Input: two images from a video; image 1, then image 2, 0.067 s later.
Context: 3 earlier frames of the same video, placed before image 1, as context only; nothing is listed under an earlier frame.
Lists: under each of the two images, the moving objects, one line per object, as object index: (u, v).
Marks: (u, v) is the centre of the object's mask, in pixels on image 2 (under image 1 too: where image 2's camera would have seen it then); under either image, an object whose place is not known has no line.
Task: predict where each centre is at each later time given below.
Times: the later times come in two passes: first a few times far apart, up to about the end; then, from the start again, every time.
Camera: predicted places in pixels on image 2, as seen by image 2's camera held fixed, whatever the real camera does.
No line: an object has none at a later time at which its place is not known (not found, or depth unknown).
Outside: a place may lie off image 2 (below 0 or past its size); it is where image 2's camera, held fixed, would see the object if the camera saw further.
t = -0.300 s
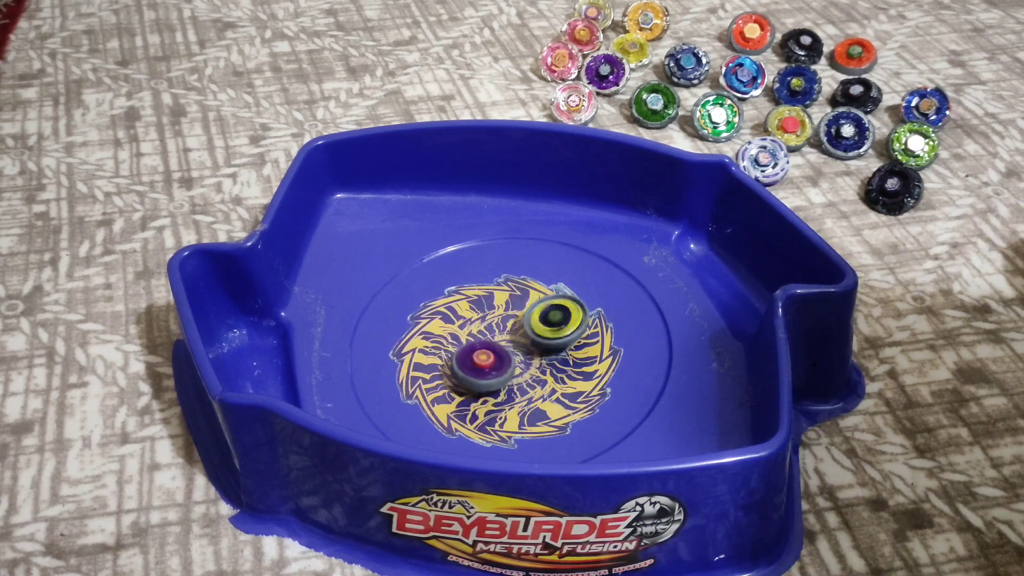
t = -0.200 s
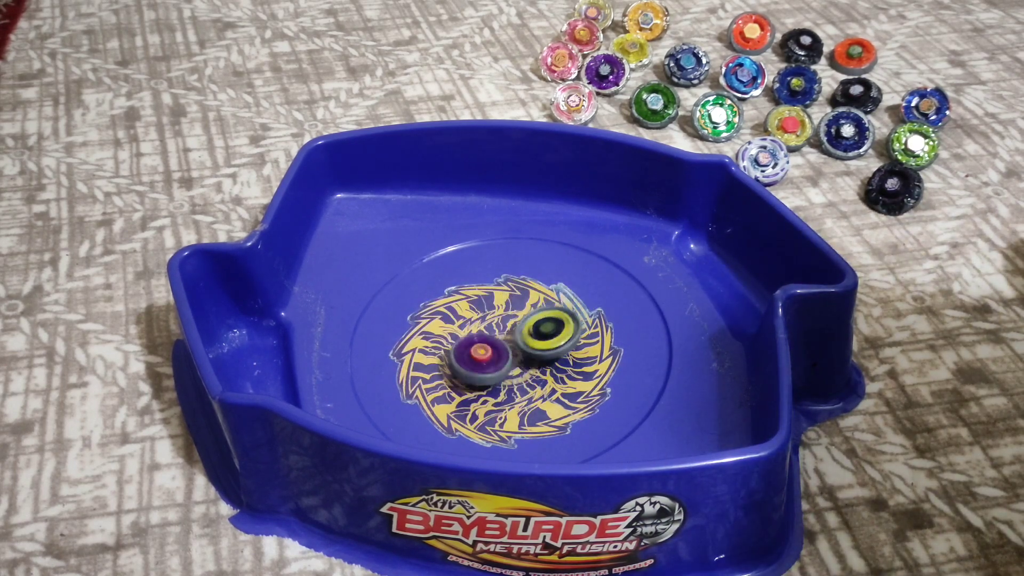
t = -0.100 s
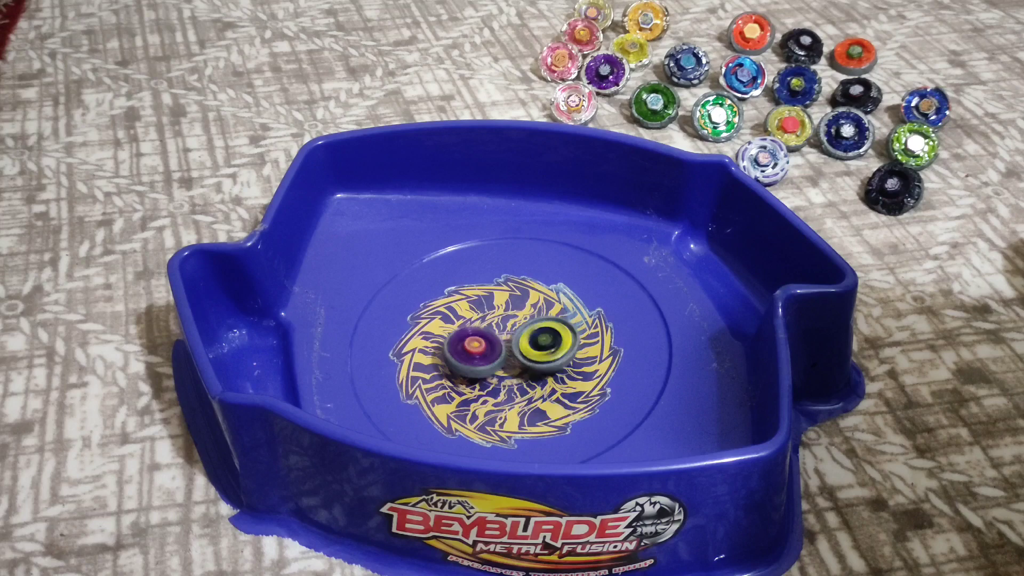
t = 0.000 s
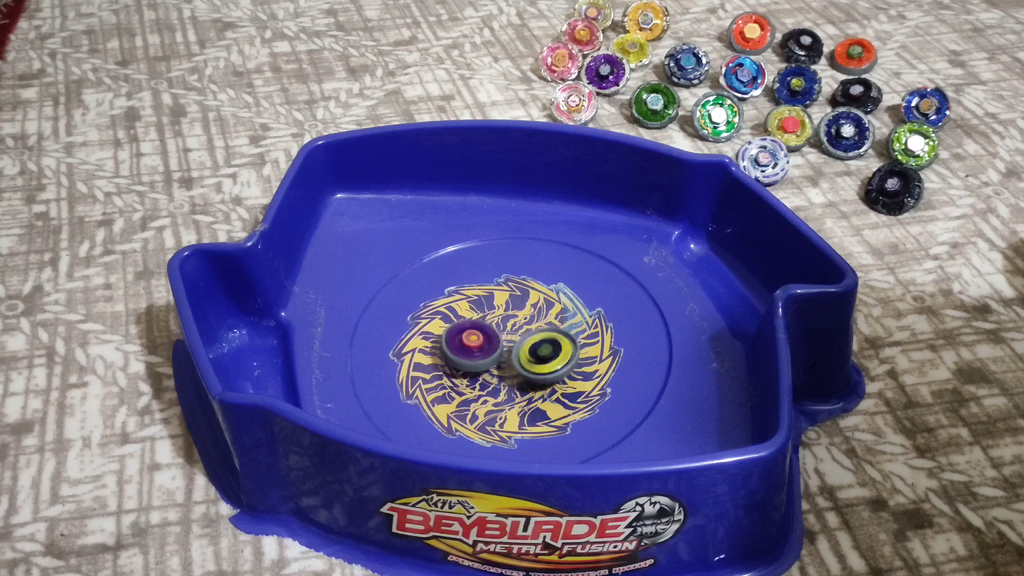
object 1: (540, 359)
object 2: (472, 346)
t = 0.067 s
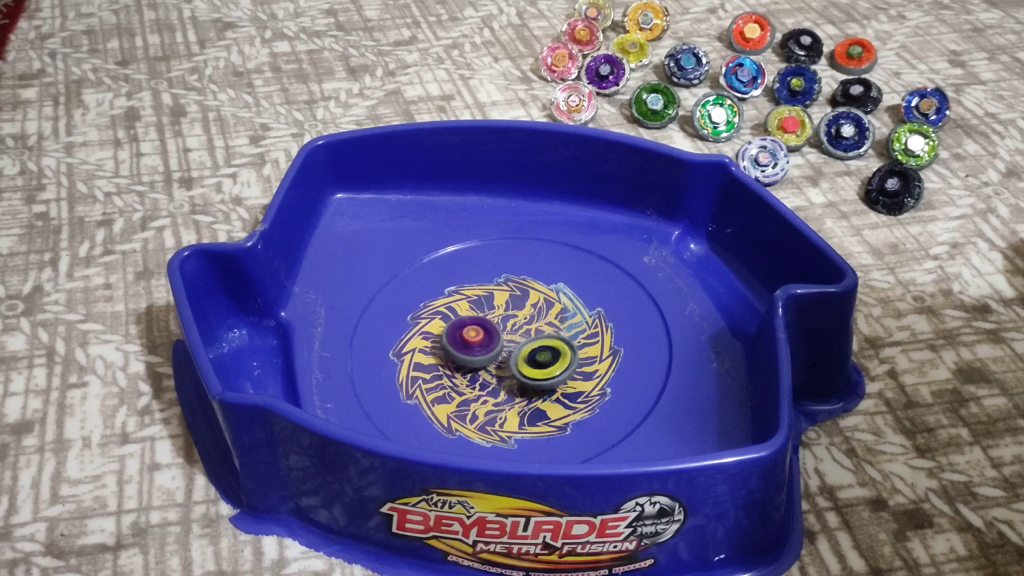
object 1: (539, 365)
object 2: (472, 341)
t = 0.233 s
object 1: (535, 376)
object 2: (480, 333)
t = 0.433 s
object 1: (516, 381)
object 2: (496, 327)
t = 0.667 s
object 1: (487, 377)
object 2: (521, 327)
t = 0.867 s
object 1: (469, 365)
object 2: (536, 333)
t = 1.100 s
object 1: (462, 346)
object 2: (542, 345)
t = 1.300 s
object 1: (470, 332)
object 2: (533, 356)
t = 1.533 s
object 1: (485, 308)
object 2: (511, 366)
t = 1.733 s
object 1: (493, 289)
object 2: (502, 367)
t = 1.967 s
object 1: (503, 289)
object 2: (480, 368)
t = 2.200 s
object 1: (519, 306)
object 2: (478, 351)
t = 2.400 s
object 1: (542, 326)
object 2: (480, 342)
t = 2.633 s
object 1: (553, 348)
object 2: (494, 335)
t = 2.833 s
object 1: (563, 371)
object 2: (502, 329)
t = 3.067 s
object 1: (548, 389)
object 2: (516, 331)
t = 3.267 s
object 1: (518, 389)
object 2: (523, 337)
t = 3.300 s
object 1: (512, 388)
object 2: (524, 338)
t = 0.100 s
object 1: (537, 369)
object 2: (473, 340)
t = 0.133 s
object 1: (540, 370)
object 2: (475, 338)
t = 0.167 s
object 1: (538, 373)
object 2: (476, 336)
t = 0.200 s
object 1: (537, 375)
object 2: (478, 335)
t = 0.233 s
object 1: (535, 376)
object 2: (480, 333)
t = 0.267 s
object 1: (532, 378)
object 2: (482, 332)
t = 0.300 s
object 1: (530, 379)
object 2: (485, 330)
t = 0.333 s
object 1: (526, 380)
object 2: (487, 329)
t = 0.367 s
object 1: (523, 381)
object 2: (490, 329)
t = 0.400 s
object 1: (520, 382)
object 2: (493, 327)
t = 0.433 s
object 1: (516, 381)
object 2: (496, 327)
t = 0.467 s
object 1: (512, 381)
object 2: (500, 326)
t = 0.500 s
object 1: (508, 381)
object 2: (503, 326)
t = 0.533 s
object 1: (504, 381)
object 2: (507, 325)
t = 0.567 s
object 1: (500, 380)
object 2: (511, 325)
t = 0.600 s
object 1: (495, 379)
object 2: (514, 325)
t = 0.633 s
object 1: (492, 378)
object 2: (518, 326)
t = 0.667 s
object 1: (487, 377)
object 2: (521, 327)
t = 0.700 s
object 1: (484, 375)
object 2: (524, 327)
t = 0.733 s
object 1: (480, 374)
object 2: (527, 329)
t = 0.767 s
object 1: (477, 372)
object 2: (530, 329)
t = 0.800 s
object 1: (474, 370)
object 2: (532, 331)
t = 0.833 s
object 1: (472, 367)
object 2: (535, 332)
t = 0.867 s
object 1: (469, 365)
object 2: (536, 333)
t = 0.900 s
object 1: (467, 363)
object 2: (538, 335)
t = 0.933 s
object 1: (465, 360)
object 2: (540, 336)
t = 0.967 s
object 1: (463, 358)
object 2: (541, 338)
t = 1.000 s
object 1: (462, 355)
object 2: (541, 340)
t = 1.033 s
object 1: (462, 352)
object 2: (542, 341)
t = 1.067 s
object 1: (462, 349)
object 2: (542, 344)
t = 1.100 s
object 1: (462, 346)
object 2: (542, 345)
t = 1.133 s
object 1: (462, 344)
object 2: (542, 348)
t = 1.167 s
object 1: (463, 341)
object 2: (541, 350)
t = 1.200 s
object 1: (464, 339)
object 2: (539, 352)
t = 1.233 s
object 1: (465, 337)
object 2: (537, 353)
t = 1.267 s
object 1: (468, 334)
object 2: (535, 355)
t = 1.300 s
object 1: (470, 332)
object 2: (533, 356)
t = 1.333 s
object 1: (473, 329)
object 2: (530, 358)
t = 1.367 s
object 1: (476, 327)
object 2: (528, 360)
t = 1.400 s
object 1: (479, 324)
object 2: (524, 361)
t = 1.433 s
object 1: (482, 322)
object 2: (518, 363)
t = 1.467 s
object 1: (484, 317)
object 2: (515, 365)
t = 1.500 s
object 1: (486, 312)
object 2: (513, 366)
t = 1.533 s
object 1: (485, 308)
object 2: (511, 366)
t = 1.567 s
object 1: (484, 304)
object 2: (509, 366)
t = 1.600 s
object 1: (486, 301)
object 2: (508, 366)
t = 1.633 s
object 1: (488, 297)
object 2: (506, 366)
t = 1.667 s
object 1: (490, 294)
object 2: (505, 367)
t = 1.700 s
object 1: (491, 291)
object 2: (504, 366)
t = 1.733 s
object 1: (493, 289)
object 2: (502, 367)
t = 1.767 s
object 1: (493, 288)
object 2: (497, 368)
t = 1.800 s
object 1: (495, 286)
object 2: (499, 366)
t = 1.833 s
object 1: (496, 286)
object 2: (493, 367)
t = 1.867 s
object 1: (498, 286)
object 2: (492, 366)
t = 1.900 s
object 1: (499, 286)
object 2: (484, 371)
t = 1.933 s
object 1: (501, 287)
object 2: (482, 369)
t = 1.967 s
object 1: (503, 289)
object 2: (480, 368)
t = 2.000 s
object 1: (505, 291)
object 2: (479, 366)
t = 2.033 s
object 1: (508, 293)
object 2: (478, 364)
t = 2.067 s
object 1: (510, 296)
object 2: (478, 362)
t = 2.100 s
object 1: (512, 299)
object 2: (478, 359)
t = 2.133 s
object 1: (514, 302)
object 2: (477, 356)
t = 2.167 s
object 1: (516, 304)
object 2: (478, 354)
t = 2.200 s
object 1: (519, 306)
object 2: (478, 351)
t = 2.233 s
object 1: (523, 310)
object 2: (479, 349)
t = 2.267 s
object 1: (529, 315)
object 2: (477, 349)
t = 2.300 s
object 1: (532, 317)
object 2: (476, 347)
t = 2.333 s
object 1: (536, 319)
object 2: (477, 345)
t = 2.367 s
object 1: (539, 323)
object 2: (478, 343)
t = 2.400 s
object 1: (542, 326)
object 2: (480, 342)
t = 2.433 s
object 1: (545, 329)
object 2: (481, 340)
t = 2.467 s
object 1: (548, 332)
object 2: (483, 340)
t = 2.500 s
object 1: (549, 335)
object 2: (485, 338)
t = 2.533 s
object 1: (551, 338)
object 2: (487, 337)
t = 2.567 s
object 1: (552, 342)
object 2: (490, 336)
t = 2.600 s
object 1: (553, 345)
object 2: (491, 335)
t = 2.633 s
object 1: (553, 348)
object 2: (494, 335)
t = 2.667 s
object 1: (554, 351)
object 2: (496, 334)
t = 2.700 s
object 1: (553, 357)
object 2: (497, 333)
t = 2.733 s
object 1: (555, 362)
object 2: (497, 331)
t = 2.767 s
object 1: (560, 364)
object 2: (499, 330)
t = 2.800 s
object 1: (562, 368)
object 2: (501, 329)
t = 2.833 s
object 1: (563, 371)
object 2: (502, 329)
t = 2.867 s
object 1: (565, 374)
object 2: (504, 329)
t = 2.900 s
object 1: (564, 377)
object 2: (506, 329)
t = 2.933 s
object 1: (562, 380)
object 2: (508, 329)
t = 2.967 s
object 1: (558, 384)
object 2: (510, 329)
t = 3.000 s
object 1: (556, 386)
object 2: (512, 330)
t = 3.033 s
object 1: (553, 387)
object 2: (513, 330)
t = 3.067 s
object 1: (548, 389)
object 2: (516, 331)
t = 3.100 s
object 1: (544, 391)
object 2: (516, 332)
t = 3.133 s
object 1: (539, 391)
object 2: (519, 333)
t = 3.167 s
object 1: (533, 392)
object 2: (519, 334)
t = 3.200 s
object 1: (528, 391)
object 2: (521, 335)
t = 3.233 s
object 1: (523, 390)
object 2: (522, 336)
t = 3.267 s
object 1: (518, 389)
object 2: (523, 337)
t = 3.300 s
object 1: (512, 388)
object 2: (524, 338)
